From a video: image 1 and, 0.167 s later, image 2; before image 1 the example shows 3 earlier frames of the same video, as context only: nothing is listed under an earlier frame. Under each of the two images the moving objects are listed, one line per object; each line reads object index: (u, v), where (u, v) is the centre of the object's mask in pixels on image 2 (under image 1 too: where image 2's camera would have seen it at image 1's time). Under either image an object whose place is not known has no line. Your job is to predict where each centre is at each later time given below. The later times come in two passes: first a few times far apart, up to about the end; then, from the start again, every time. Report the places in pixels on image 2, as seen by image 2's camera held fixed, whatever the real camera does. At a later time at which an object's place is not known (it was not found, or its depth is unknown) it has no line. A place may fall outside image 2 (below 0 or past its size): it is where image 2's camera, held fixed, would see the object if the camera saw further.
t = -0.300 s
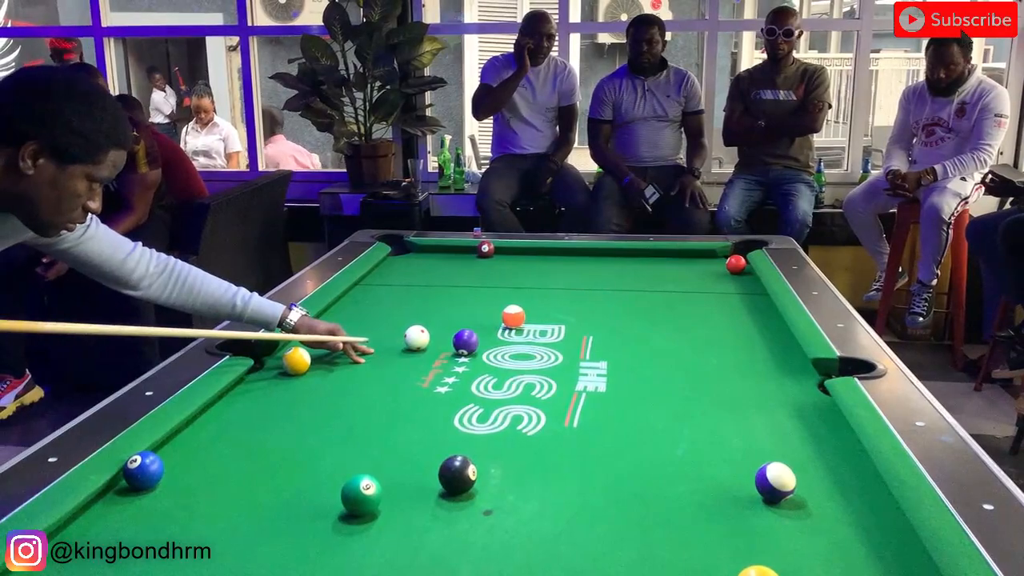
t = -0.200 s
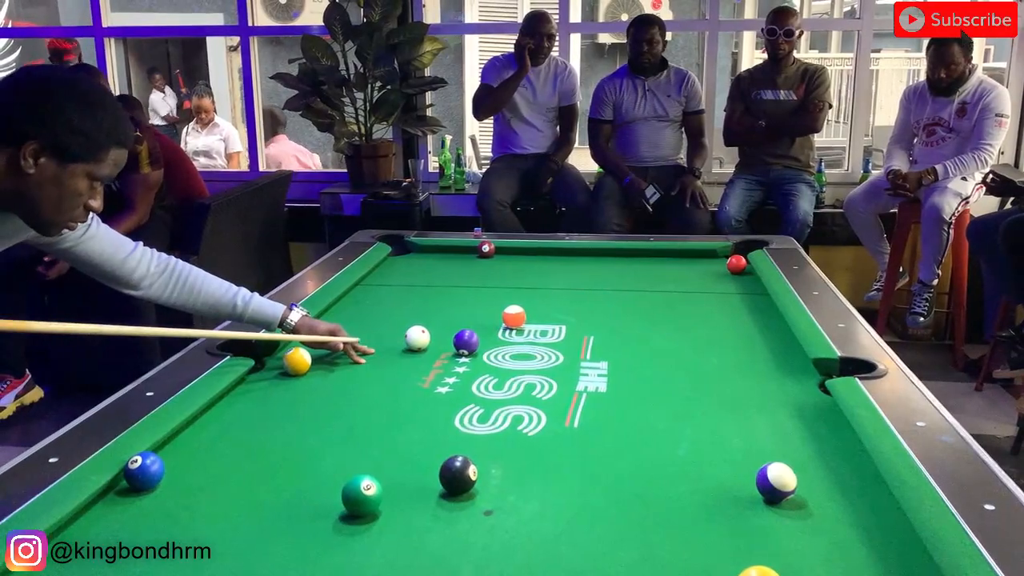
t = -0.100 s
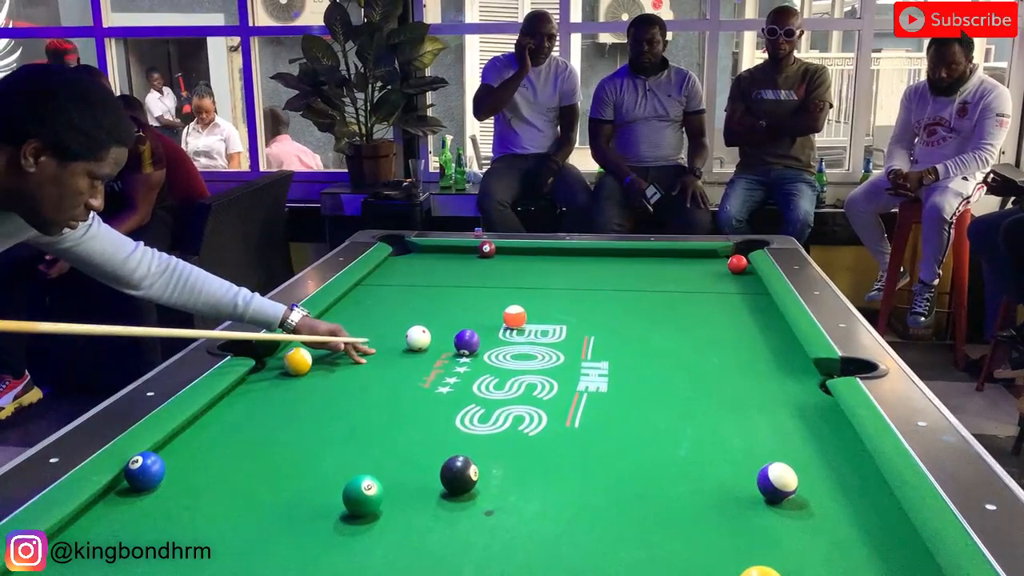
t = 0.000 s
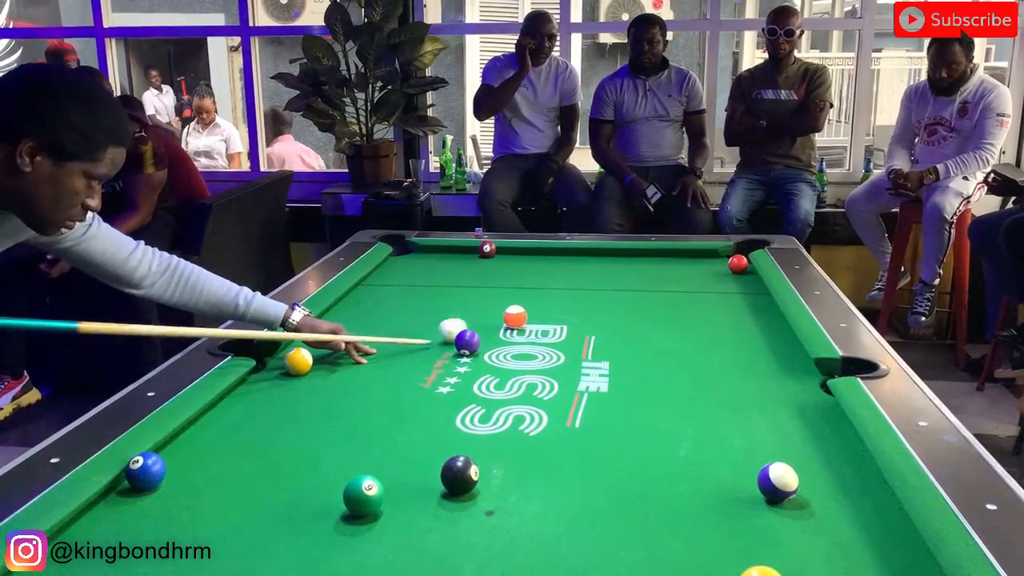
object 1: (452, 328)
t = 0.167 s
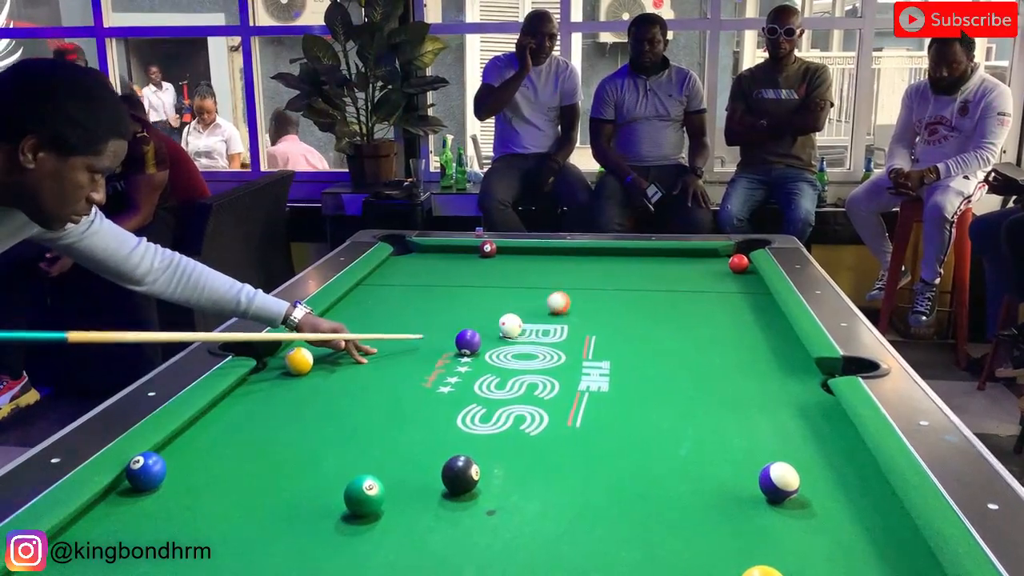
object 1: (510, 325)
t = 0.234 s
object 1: (515, 328)
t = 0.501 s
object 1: (534, 335)
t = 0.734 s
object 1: (550, 340)
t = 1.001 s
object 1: (566, 347)
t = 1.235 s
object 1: (579, 351)
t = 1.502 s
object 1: (591, 355)
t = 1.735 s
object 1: (600, 358)
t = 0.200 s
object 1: (513, 326)
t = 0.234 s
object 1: (515, 328)
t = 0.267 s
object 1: (517, 328)
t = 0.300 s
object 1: (520, 329)
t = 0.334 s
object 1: (522, 330)
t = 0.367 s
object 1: (524, 331)
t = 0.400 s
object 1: (527, 332)
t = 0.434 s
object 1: (528, 333)
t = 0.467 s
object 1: (531, 334)
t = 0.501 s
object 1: (534, 335)
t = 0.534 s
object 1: (536, 335)
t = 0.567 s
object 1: (538, 336)
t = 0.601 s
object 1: (540, 337)
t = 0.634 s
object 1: (543, 338)
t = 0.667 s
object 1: (545, 339)
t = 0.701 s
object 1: (547, 339)
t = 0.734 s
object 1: (550, 340)
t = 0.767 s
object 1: (552, 341)
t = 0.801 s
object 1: (554, 342)
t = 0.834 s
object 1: (556, 343)
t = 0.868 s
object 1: (558, 343)
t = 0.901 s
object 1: (561, 345)
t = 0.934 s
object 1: (562, 345)
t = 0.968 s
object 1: (564, 346)
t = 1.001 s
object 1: (566, 347)
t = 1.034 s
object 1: (569, 347)
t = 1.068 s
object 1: (570, 348)
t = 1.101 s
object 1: (572, 348)
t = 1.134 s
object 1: (574, 349)
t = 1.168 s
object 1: (576, 350)
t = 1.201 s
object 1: (578, 351)
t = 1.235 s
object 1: (579, 351)
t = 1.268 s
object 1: (581, 352)
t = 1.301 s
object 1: (583, 352)
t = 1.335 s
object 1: (584, 353)
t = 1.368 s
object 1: (586, 353)
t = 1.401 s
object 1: (587, 354)
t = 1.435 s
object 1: (589, 355)
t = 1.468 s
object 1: (590, 355)
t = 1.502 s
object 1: (591, 355)
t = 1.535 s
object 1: (593, 356)
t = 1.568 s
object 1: (594, 356)
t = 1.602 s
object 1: (595, 357)
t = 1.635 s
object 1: (597, 357)
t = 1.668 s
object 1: (598, 358)
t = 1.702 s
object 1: (599, 358)
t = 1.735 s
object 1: (600, 358)
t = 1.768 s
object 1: (601, 359)
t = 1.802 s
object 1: (602, 359)
